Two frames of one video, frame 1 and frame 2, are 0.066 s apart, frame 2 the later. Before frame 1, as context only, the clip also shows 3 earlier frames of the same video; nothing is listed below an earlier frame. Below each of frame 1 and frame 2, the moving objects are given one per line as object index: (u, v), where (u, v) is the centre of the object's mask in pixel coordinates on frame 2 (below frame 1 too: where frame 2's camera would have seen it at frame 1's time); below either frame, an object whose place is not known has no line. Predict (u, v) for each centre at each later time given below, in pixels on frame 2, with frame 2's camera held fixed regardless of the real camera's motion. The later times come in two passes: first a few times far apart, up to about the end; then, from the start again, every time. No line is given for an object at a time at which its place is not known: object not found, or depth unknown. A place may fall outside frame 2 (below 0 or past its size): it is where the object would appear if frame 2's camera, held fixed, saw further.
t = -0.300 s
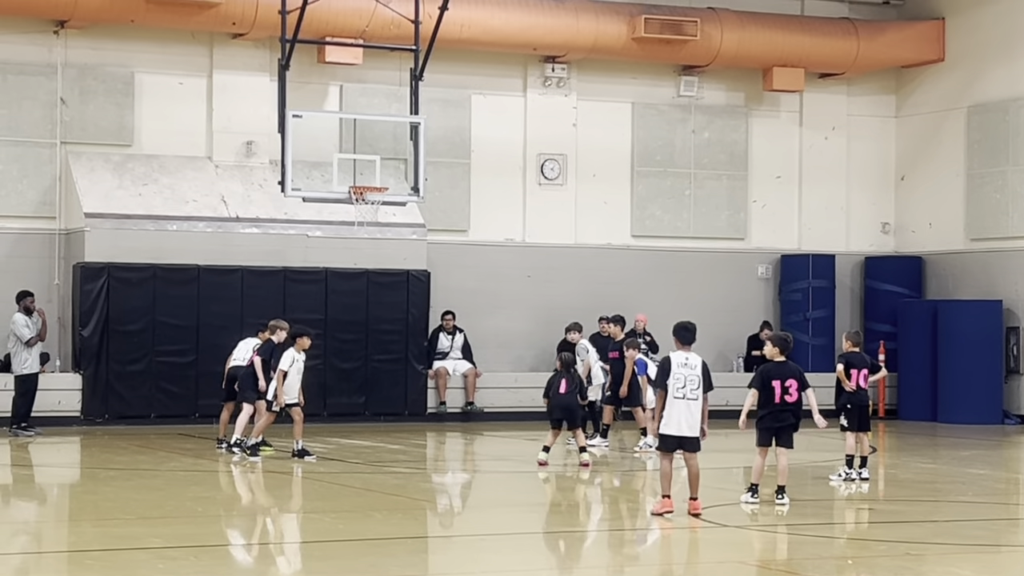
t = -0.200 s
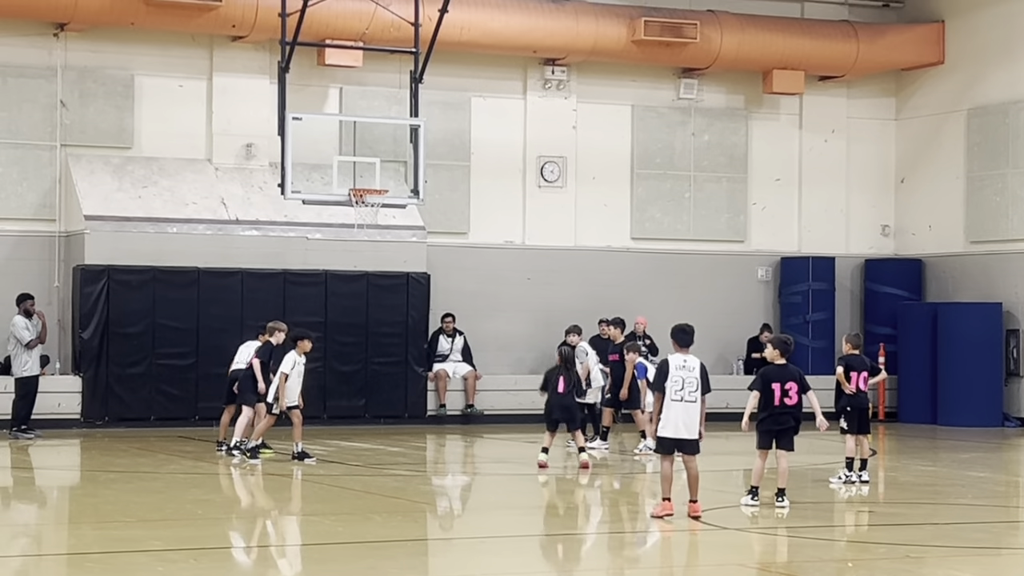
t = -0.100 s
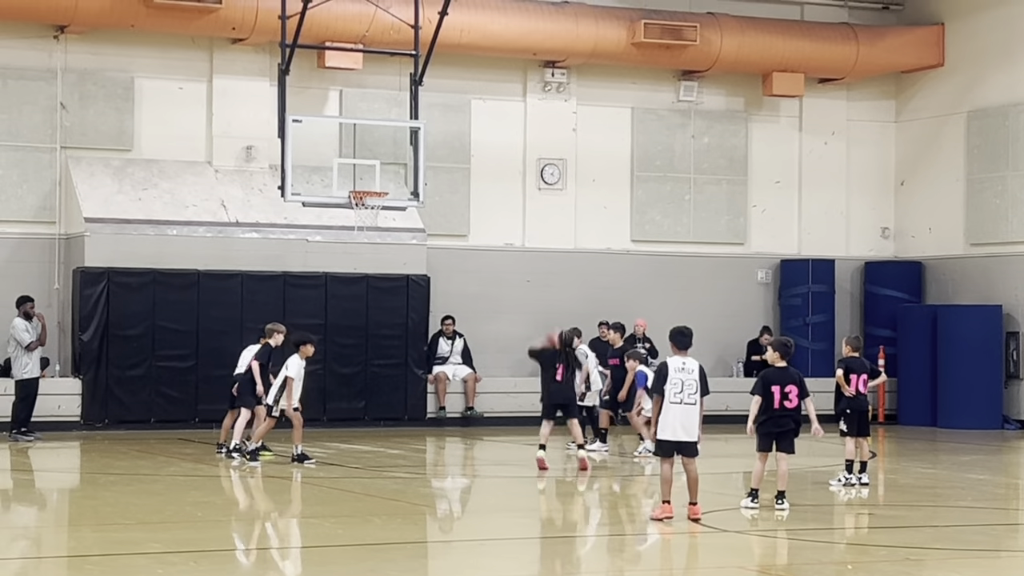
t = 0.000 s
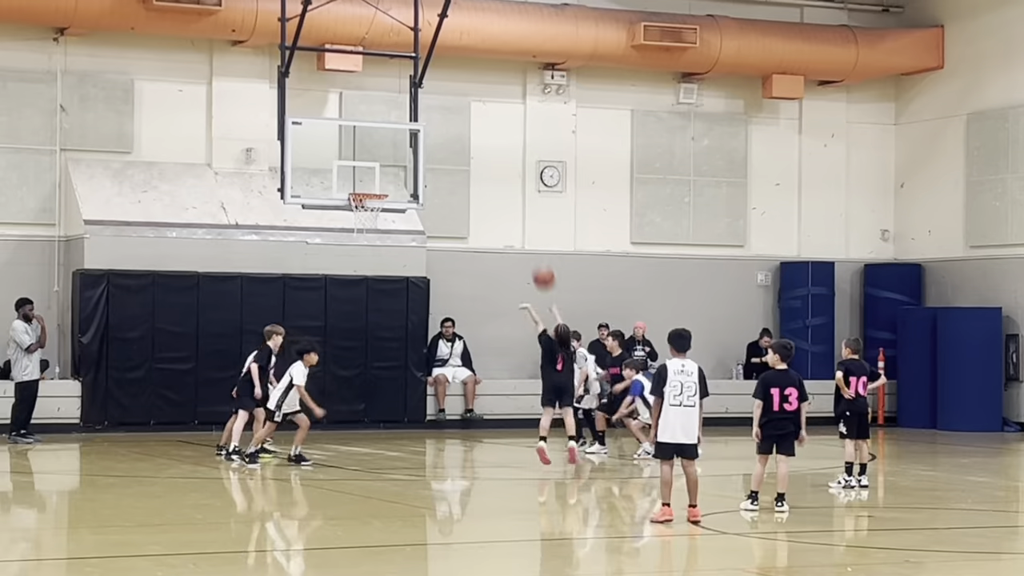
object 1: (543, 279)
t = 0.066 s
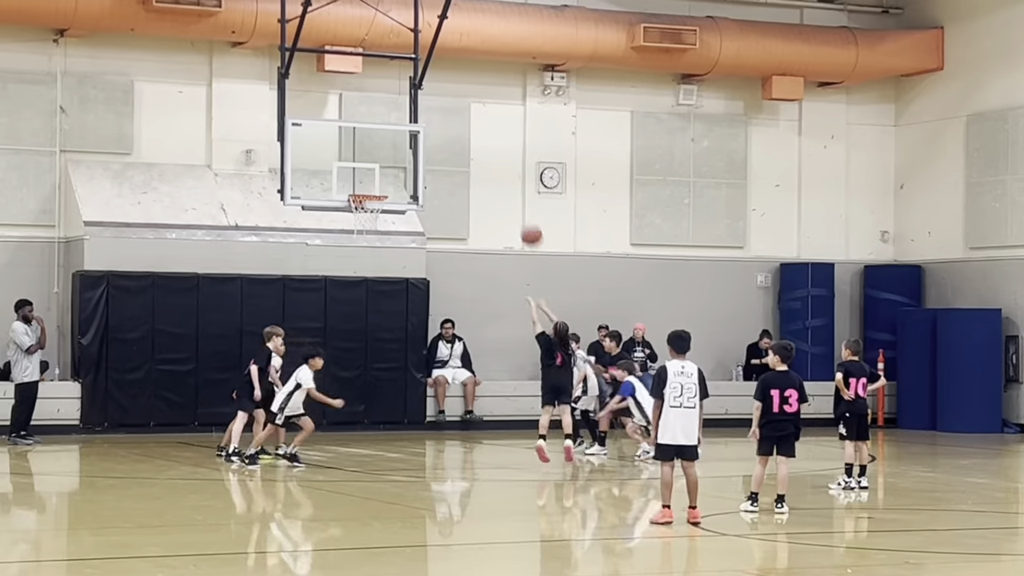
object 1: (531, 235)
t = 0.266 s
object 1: (498, 136)
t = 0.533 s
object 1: (458, 67)
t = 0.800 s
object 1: (421, 63)
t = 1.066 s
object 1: (386, 117)
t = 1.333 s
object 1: (377, 178)
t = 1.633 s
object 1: (449, 168)
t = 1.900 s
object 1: (514, 226)
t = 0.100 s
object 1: (526, 215)
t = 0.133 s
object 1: (520, 197)
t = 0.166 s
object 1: (514, 180)
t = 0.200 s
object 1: (509, 164)
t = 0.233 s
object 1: (503, 149)
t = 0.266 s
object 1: (498, 136)
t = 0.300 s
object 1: (493, 124)
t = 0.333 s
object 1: (488, 112)
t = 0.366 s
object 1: (483, 102)
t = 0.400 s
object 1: (478, 92)
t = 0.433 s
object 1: (473, 84)
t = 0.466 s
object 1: (468, 78)
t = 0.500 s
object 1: (463, 72)
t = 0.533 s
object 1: (458, 67)
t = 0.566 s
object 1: (454, 64)
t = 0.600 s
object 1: (449, 61)
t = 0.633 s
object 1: (444, 59)
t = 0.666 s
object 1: (440, 58)
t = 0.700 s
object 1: (435, 58)
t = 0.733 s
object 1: (431, 59)
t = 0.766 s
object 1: (426, 61)
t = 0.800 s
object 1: (421, 63)
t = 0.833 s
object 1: (417, 67)
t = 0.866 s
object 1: (412, 72)
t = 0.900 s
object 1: (408, 77)
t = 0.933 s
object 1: (403, 84)
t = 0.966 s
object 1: (398, 91)
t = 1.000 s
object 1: (394, 99)
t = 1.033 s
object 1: (390, 108)
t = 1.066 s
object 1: (386, 117)
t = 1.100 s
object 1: (382, 128)
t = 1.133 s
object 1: (377, 139)
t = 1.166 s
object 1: (373, 151)
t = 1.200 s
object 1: (369, 164)
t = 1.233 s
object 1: (365, 177)
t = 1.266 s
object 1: (362, 187)
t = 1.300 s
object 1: (369, 184)
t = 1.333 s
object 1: (377, 178)
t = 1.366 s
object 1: (385, 174)
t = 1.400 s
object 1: (393, 170)
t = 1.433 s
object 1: (401, 167)
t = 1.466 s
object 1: (409, 165)
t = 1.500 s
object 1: (418, 163)
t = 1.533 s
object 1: (426, 163)
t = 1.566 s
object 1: (433, 164)
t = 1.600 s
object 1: (441, 166)
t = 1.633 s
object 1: (449, 168)
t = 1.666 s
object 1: (457, 172)
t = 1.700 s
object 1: (465, 177)
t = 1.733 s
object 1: (472, 183)
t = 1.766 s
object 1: (480, 190)
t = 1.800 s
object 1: (488, 197)
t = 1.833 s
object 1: (497, 206)
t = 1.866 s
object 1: (505, 215)
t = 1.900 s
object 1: (514, 226)
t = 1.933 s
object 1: (522, 238)
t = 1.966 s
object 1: (531, 251)
